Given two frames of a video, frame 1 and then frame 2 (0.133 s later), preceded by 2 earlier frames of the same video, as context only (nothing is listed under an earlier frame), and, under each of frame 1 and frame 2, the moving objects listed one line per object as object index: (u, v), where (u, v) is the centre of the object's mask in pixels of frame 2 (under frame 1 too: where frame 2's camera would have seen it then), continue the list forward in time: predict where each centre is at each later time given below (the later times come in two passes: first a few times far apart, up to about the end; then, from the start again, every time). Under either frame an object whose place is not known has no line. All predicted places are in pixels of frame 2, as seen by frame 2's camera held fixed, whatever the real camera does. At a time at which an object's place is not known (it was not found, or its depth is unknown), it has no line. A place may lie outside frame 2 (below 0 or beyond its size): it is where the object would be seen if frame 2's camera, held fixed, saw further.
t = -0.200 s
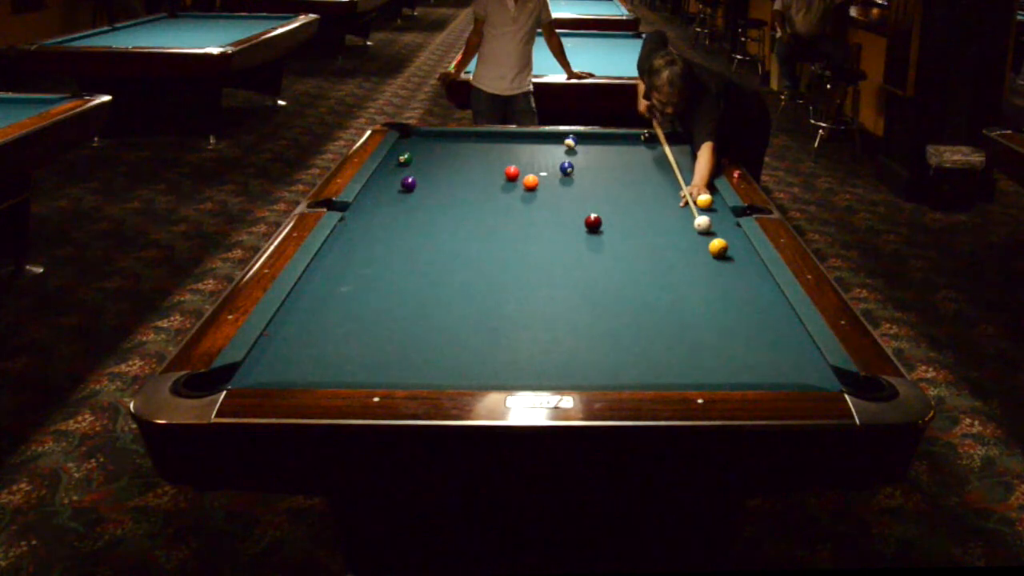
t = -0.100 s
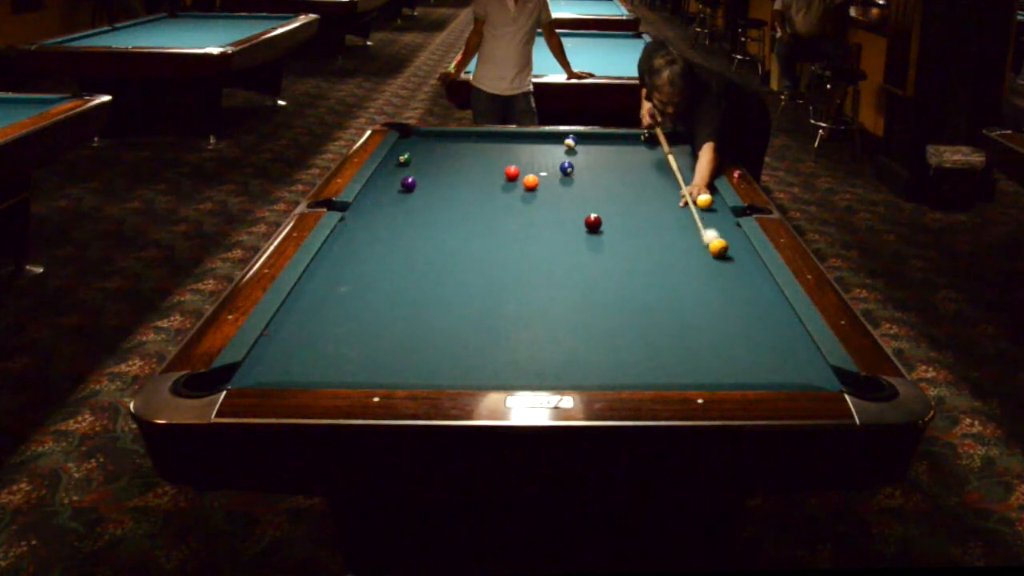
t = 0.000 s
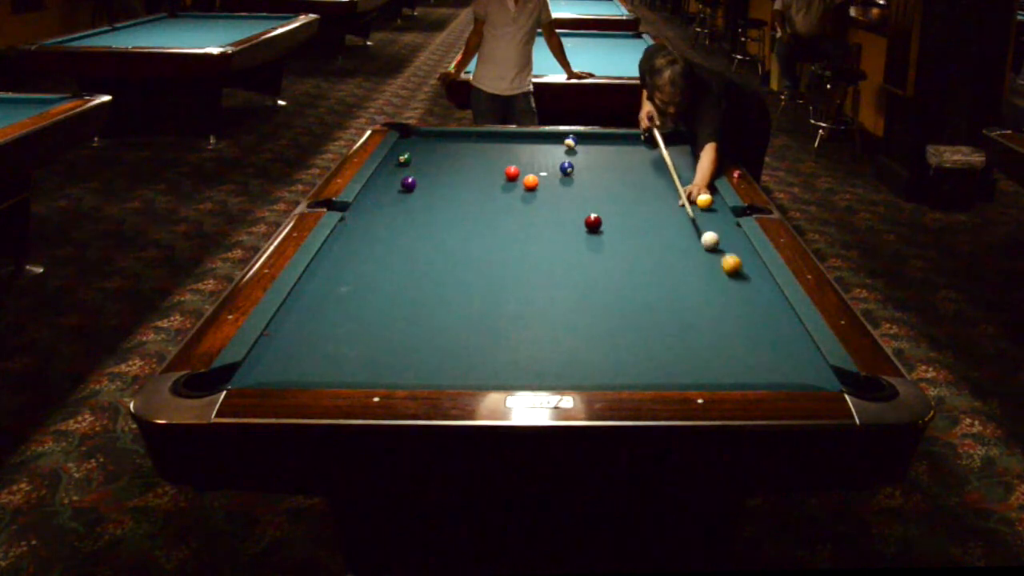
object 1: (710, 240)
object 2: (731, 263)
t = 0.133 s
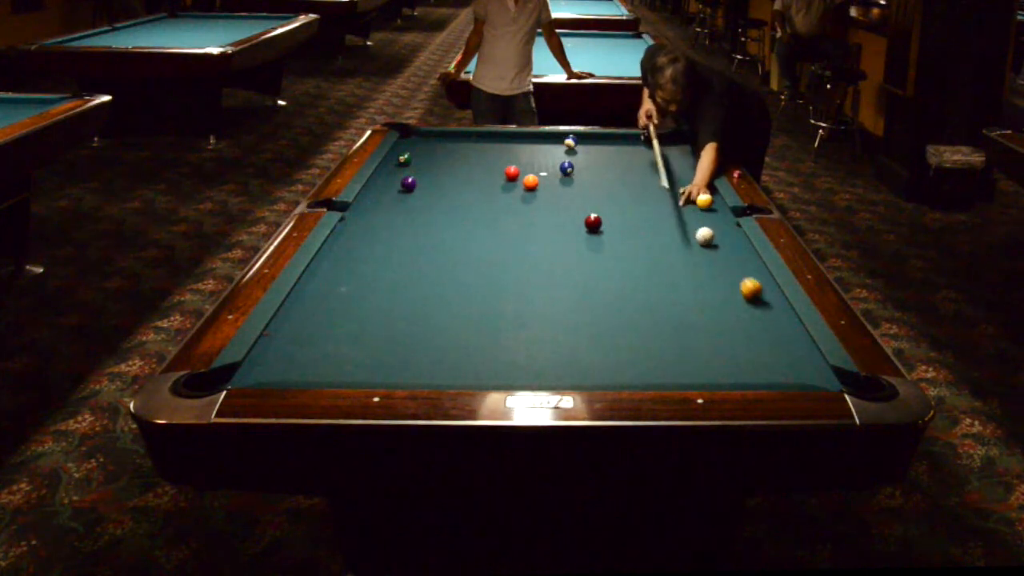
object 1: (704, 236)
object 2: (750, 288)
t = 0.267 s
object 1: (699, 232)
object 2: (771, 314)
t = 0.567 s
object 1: (689, 223)
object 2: (830, 382)
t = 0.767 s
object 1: (683, 218)
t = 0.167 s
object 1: (703, 235)
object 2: (755, 294)
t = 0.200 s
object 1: (702, 233)
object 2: (760, 300)
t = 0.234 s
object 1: (701, 232)
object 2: (766, 307)
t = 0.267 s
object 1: (699, 232)
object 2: (771, 314)
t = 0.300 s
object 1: (698, 230)
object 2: (777, 321)
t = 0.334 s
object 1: (697, 229)
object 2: (783, 329)
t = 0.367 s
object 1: (696, 229)
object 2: (789, 337)
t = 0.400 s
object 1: (695, 228)
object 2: (795, 345)
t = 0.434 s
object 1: (694, 227)
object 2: (801, 353)
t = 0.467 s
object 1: (693, 225)
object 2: (808, 361)
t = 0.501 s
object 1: (691, 225)
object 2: (815, 370)
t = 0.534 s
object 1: (690, 224)
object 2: (822, 377)
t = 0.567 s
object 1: (689, 223)
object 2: (830, 382)
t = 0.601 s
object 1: (688, 222)
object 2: (843, 385)
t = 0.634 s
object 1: (687, 221)
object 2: (857, 389)
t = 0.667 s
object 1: (686, 220)
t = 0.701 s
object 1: (685, 220)
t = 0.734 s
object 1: (684, 219)
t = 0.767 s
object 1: (683, 218)
